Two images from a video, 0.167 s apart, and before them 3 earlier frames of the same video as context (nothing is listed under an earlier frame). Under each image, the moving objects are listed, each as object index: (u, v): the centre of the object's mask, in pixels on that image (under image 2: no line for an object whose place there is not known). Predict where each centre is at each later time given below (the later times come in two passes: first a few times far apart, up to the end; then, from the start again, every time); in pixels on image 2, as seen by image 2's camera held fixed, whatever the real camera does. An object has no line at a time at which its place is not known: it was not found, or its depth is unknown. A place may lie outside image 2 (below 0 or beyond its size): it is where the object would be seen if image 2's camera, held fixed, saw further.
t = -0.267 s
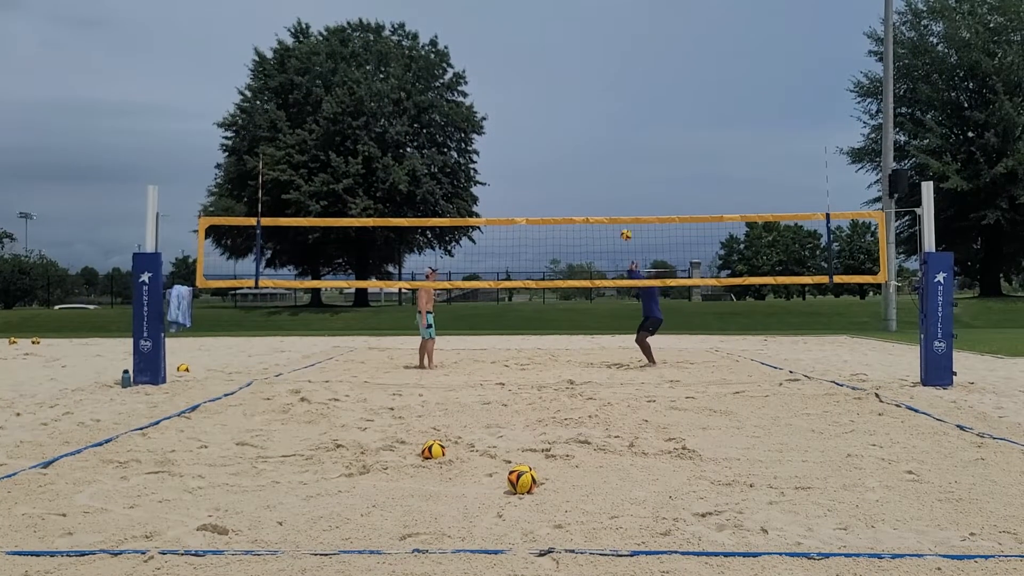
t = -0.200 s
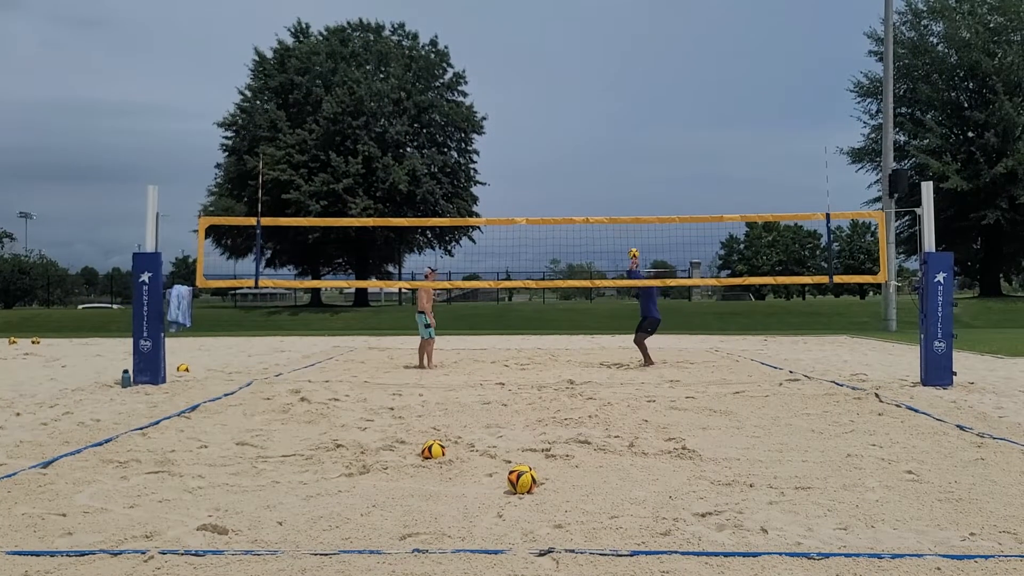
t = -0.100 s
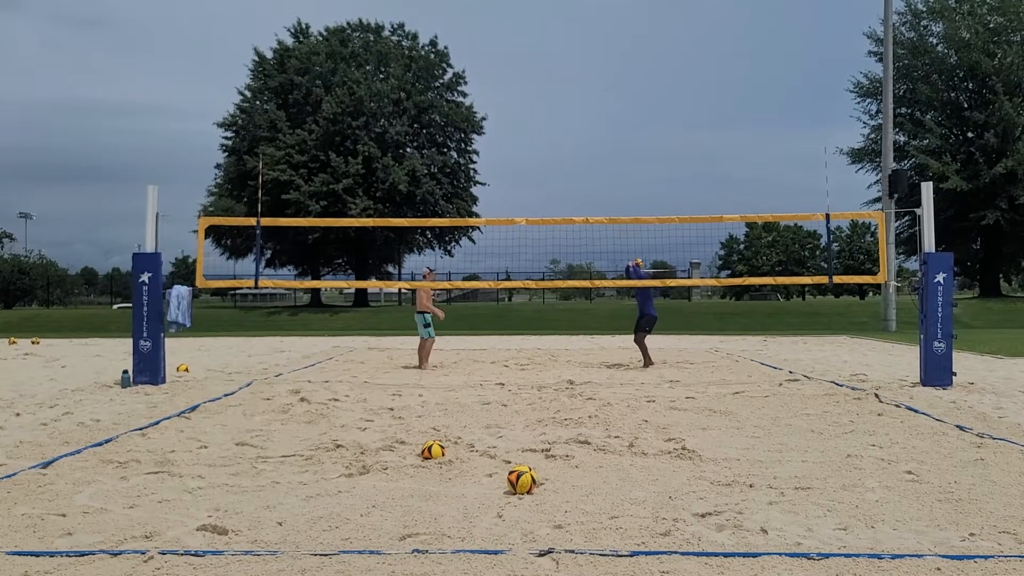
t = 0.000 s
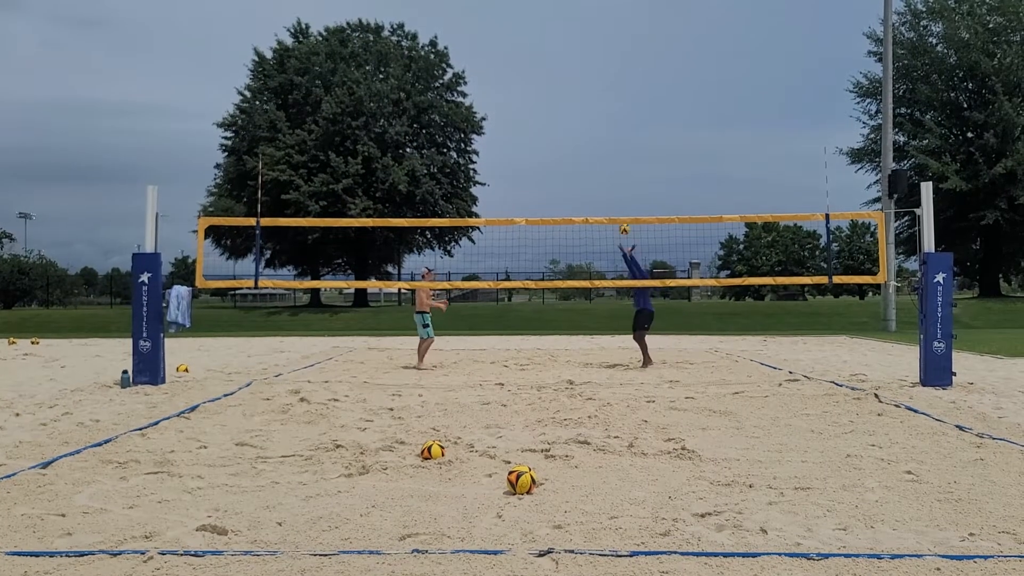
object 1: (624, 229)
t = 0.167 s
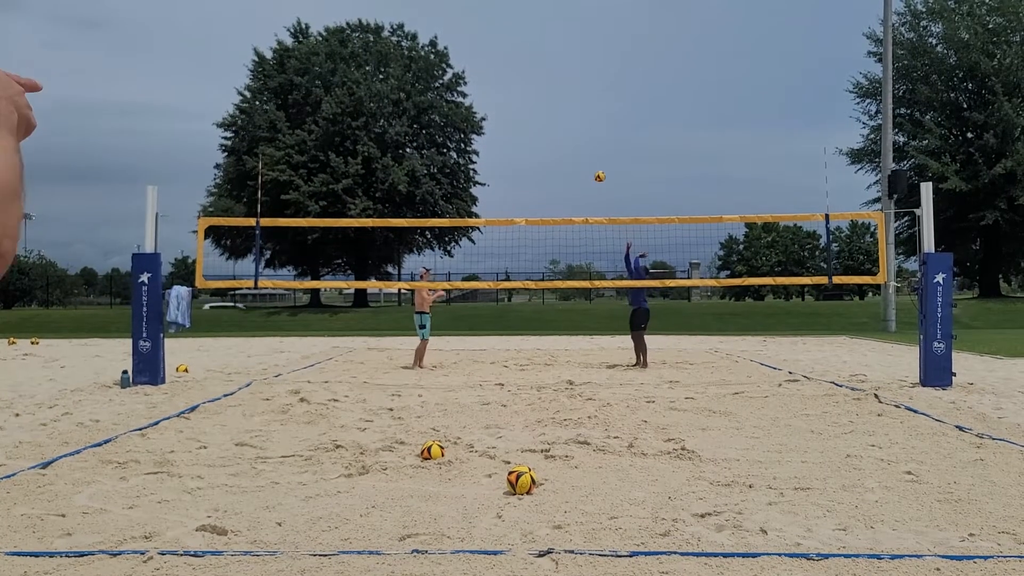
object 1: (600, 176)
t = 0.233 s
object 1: (589, 160)
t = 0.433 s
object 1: (561, 124)
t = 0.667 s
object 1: (527, 110)
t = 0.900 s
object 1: (493, 126)
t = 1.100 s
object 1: (465, 164)
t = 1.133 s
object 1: (460, 172)
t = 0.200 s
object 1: (595, 168)
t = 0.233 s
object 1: (589, 160)
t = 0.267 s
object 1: (585, 152)
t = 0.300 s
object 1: (580, 145)
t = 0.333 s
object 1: (575, 139)
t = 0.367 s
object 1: (570, 133)
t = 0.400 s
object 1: (565, 128)
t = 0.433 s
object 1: (561, 124)
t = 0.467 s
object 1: (556, 120)
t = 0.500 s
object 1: (551, 117)
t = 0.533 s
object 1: (546, 115)
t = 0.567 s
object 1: (541, 113)
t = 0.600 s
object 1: (537, 111)
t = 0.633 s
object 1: (532, 111)
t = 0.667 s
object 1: (527, 110)
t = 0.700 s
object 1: (522, 111)
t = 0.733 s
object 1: (518, 112)
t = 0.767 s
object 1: (513, 113)
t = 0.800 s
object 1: (508, 116)
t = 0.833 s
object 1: (503, 119)
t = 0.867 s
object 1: (498, 122)
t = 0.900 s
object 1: (493, 126)
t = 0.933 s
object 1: (489, 131)
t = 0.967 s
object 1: (484, 136)
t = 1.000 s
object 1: (479, 142)
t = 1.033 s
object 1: (474, 149)
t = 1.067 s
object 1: (470, 155)
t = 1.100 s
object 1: (465, 164)
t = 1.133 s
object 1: (460, 172)
